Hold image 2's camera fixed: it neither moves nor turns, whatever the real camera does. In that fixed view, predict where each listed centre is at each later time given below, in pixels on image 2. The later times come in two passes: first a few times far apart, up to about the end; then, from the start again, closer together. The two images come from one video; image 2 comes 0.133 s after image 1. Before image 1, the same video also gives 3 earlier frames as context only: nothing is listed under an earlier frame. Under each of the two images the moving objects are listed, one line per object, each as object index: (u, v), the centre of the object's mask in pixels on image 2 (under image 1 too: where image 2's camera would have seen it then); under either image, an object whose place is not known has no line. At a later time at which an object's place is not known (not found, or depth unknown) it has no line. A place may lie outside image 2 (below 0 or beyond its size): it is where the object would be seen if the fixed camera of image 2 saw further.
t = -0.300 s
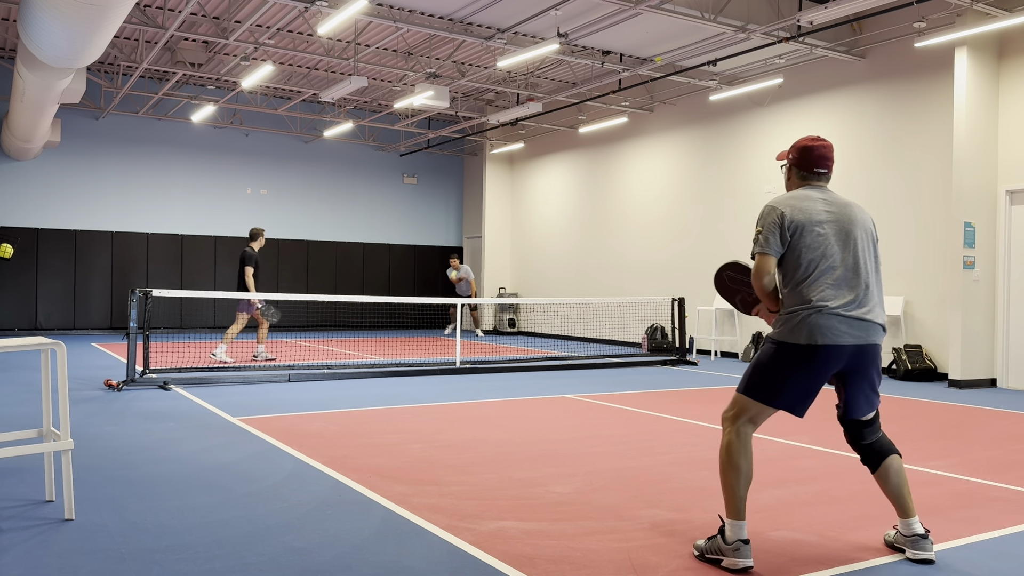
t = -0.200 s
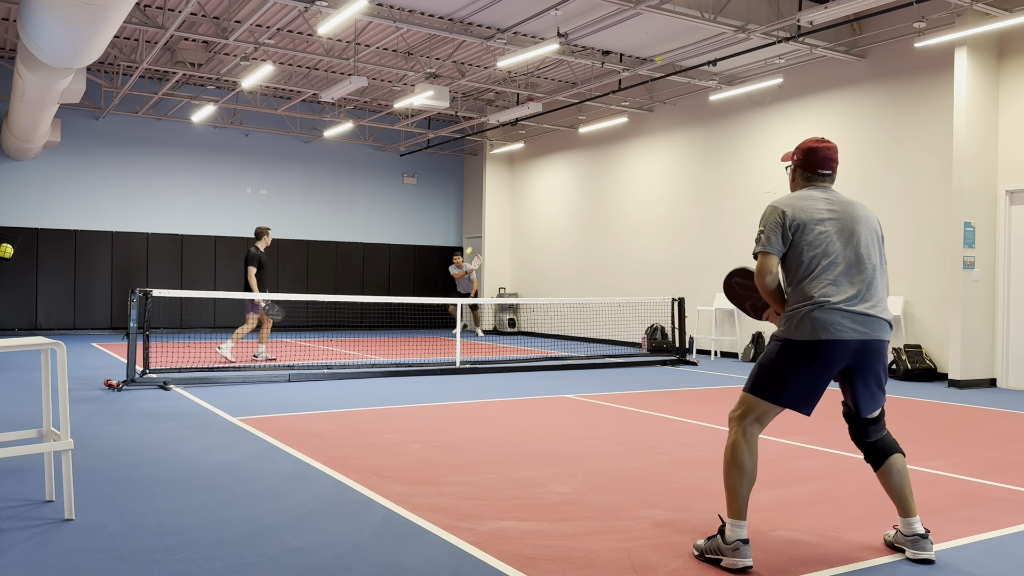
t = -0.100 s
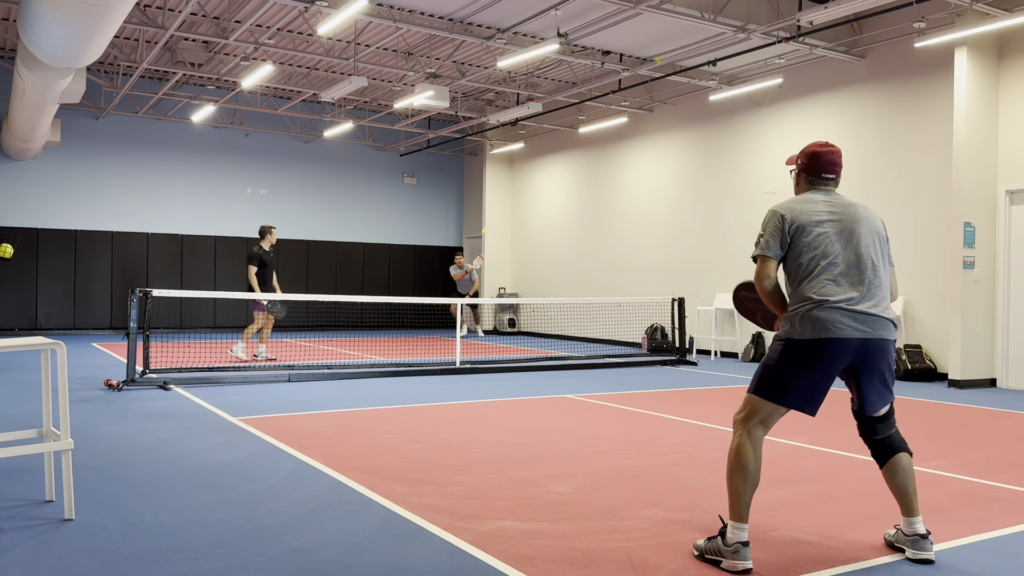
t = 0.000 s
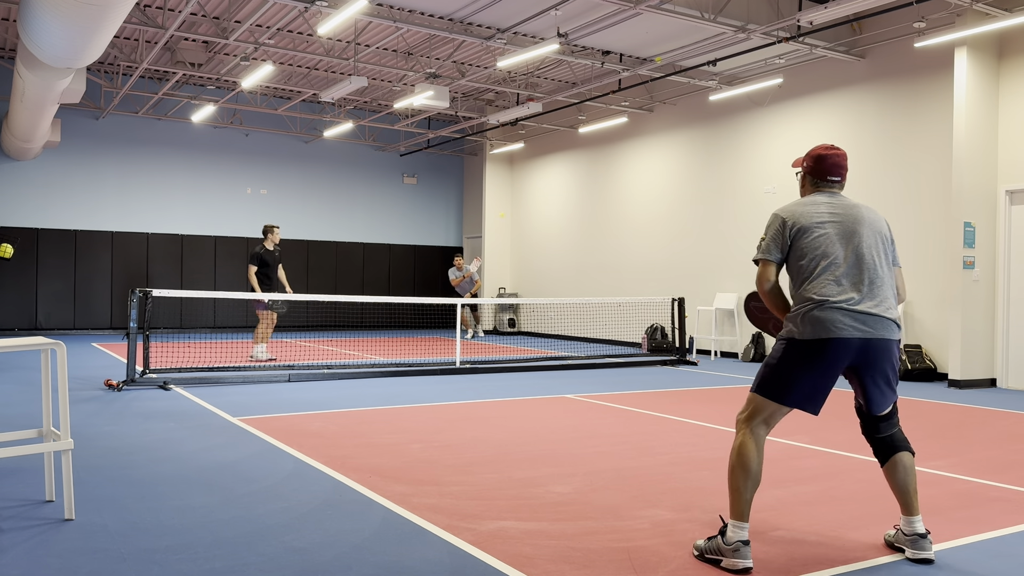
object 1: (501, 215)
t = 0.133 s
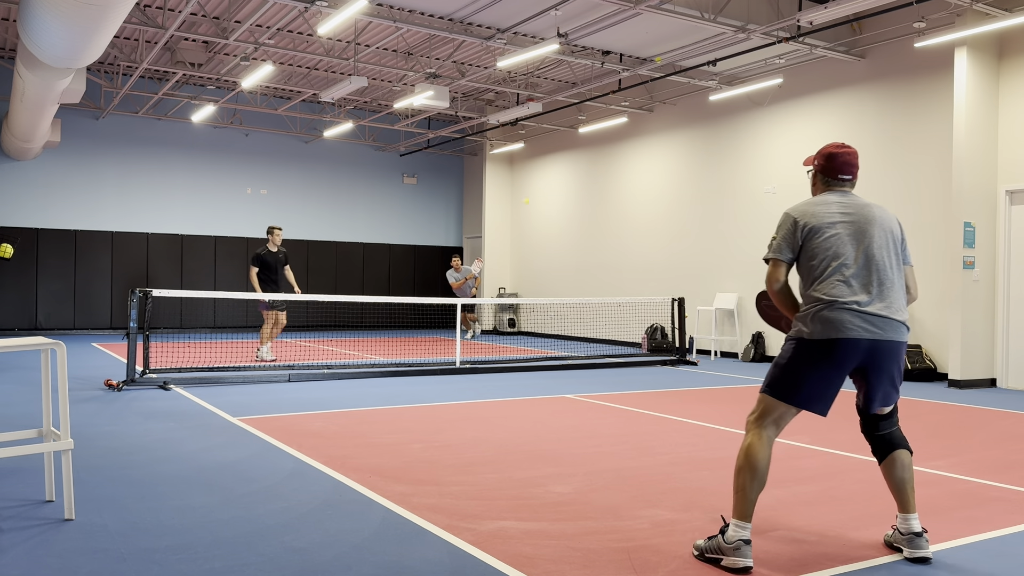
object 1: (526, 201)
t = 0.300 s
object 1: (561, 200)
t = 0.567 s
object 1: (634, 249)
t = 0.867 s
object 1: (755, 434)
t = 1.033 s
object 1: (794, 373)
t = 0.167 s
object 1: (533, 199)
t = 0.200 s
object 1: (540, 199)
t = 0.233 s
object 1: (547, 198)
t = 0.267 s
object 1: (554, 199)
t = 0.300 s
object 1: (561, 200)
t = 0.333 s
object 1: (569, 202)
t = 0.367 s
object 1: (577, 205)
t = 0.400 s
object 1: (586, 209)
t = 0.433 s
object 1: (594, 214)
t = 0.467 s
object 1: (604, 221)
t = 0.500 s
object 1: (613, 229)
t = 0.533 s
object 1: (623, 238)
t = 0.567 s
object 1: (634, 249)
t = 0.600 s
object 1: (645, 262)
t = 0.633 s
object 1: (656, 276)
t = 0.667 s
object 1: (668, 292)
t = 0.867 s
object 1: (755, 434)
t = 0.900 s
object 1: (762, 419)
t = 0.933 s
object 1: (770, 405)
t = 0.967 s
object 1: (778, 393)
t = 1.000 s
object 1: (786, 382)
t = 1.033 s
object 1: (794, 373)
